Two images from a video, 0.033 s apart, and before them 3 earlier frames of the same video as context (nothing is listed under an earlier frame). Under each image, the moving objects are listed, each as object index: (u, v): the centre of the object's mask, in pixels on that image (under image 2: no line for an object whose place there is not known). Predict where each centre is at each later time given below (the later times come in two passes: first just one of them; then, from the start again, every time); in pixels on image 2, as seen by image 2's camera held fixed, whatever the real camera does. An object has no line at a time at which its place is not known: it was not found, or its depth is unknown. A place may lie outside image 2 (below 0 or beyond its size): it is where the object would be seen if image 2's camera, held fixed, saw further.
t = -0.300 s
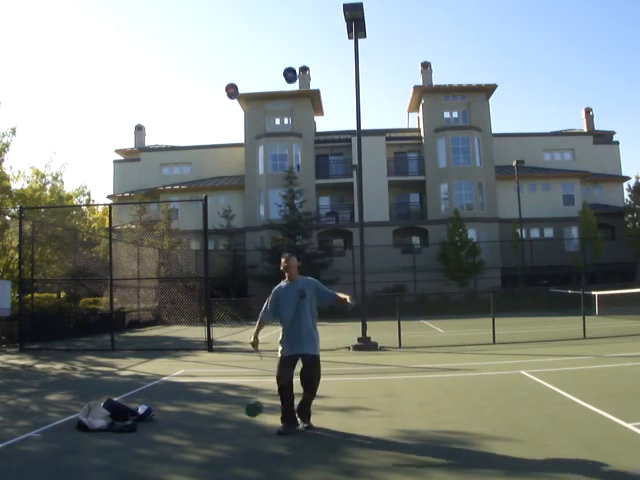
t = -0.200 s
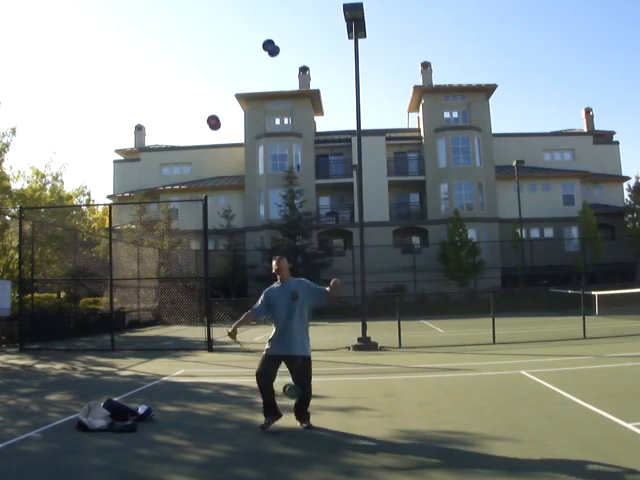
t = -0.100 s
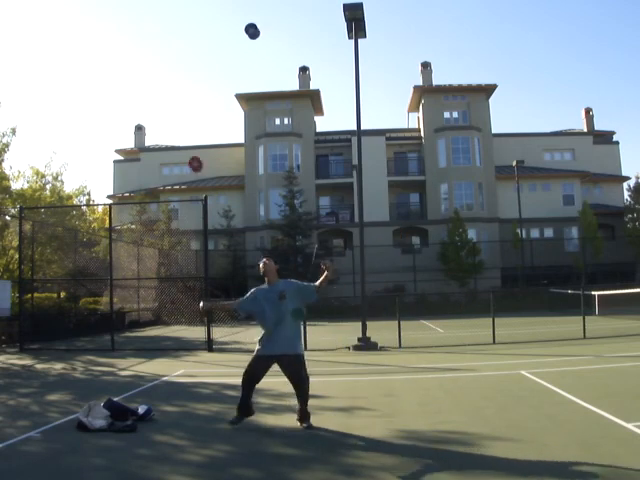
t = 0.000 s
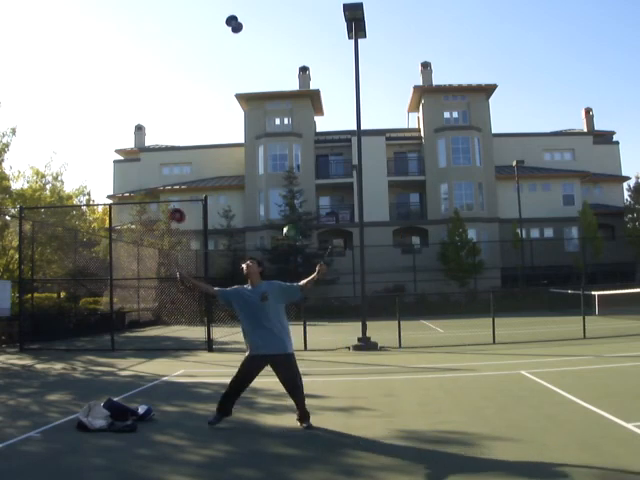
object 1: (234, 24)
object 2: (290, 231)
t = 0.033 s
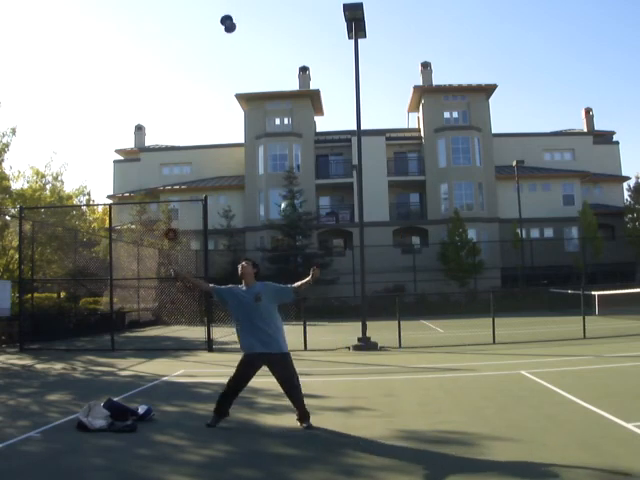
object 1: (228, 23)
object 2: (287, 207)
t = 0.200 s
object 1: (198, 38)
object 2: (279, 111)
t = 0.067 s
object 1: (222, 24)
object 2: (286, 185)
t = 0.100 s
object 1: (216, 26)
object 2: (283, 165)
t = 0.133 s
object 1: (210, 29)
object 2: (282, 146)
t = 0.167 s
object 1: (204, 33)
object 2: (280, 127)
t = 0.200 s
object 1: (198, 38)
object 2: (279, 111)
